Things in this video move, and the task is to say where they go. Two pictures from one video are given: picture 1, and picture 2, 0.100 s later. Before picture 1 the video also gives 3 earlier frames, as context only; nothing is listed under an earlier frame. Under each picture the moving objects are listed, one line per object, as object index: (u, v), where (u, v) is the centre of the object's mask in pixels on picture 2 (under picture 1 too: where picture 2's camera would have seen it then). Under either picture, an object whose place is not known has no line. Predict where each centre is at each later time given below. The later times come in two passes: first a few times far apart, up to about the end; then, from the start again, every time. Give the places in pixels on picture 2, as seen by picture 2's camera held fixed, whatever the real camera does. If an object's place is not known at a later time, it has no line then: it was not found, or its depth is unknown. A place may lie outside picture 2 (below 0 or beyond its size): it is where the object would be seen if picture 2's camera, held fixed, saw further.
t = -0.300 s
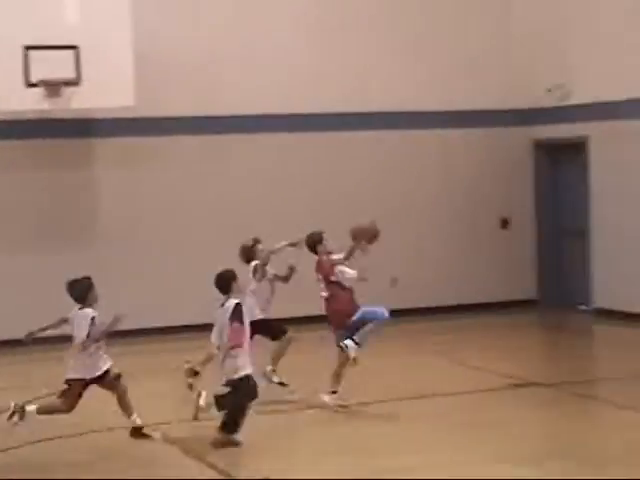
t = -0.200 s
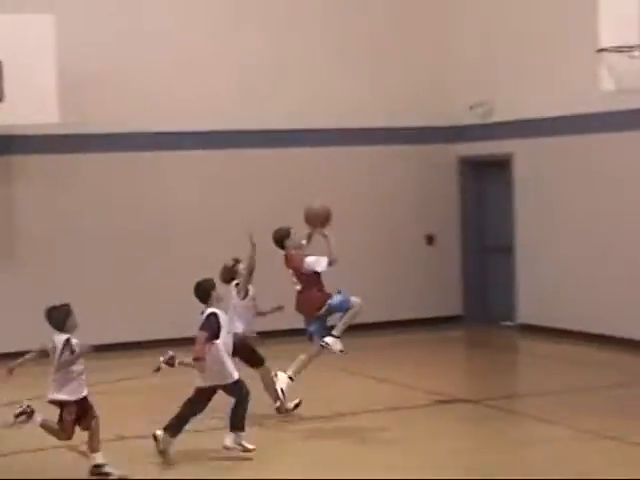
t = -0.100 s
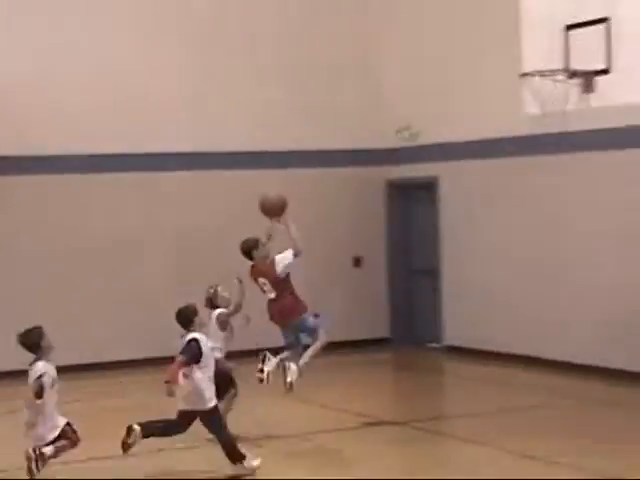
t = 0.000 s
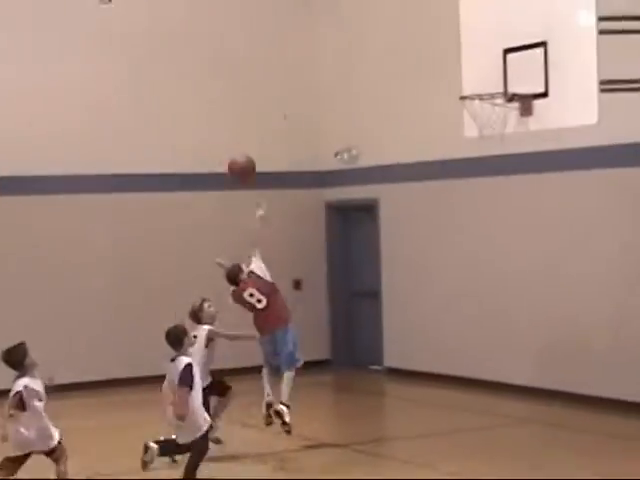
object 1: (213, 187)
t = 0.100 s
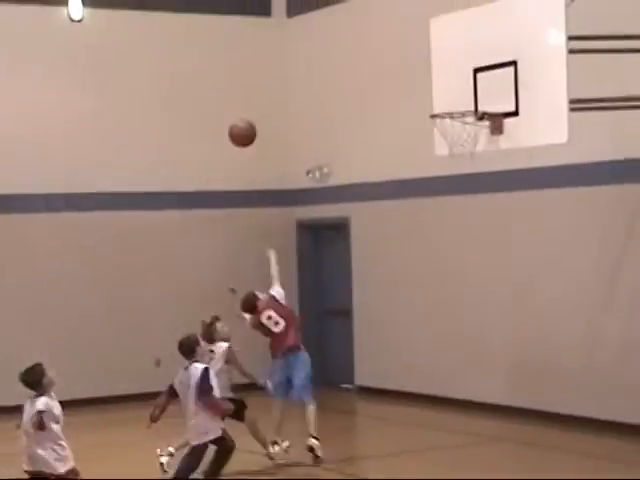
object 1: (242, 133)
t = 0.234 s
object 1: (282, 82)
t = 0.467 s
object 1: (351, 45)
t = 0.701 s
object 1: (422, 73)
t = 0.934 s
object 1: (484, 151)
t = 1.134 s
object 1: (508, 224)
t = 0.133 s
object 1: (252, 119)
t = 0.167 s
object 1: (262, 105)
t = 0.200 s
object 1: (271, 93)
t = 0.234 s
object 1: (282, 82)
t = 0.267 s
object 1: (292, 72)
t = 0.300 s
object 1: (301, 65)
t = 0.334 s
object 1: (311, 58)
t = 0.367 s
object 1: (321, 53)
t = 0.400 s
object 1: (331, 49)
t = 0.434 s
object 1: (341, 46)
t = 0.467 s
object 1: (351, 45)
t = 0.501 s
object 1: (361, 45)
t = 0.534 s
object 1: (371, 46)
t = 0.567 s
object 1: (381, 49)
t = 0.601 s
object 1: (391, 53)
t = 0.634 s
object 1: (401, 58)
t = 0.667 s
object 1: (411, 65)
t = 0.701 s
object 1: (422, 73)
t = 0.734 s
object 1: (432, 82)
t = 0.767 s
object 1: (442, 93)
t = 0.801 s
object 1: (453, 105)
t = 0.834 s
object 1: (463, 117)
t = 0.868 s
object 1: (473, 132)
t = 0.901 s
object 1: (480, 144)
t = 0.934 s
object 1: (484, 151)
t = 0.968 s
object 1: (488, 160)
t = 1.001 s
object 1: (491, 170)
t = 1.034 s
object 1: (496, 183)
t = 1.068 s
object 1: (500, 195)
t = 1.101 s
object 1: (504, 209)
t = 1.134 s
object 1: (508, 224)
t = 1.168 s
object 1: (512, 240)
